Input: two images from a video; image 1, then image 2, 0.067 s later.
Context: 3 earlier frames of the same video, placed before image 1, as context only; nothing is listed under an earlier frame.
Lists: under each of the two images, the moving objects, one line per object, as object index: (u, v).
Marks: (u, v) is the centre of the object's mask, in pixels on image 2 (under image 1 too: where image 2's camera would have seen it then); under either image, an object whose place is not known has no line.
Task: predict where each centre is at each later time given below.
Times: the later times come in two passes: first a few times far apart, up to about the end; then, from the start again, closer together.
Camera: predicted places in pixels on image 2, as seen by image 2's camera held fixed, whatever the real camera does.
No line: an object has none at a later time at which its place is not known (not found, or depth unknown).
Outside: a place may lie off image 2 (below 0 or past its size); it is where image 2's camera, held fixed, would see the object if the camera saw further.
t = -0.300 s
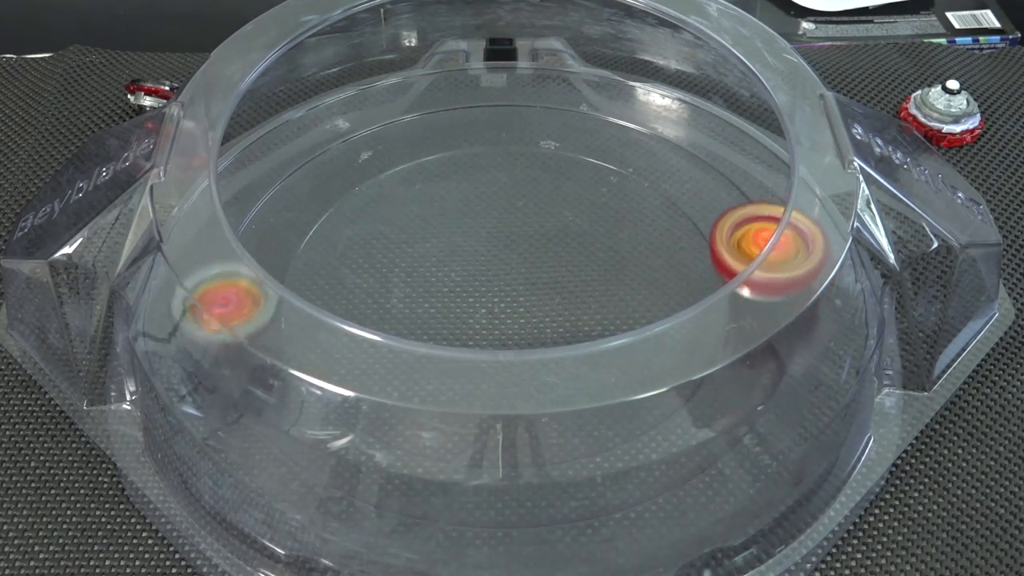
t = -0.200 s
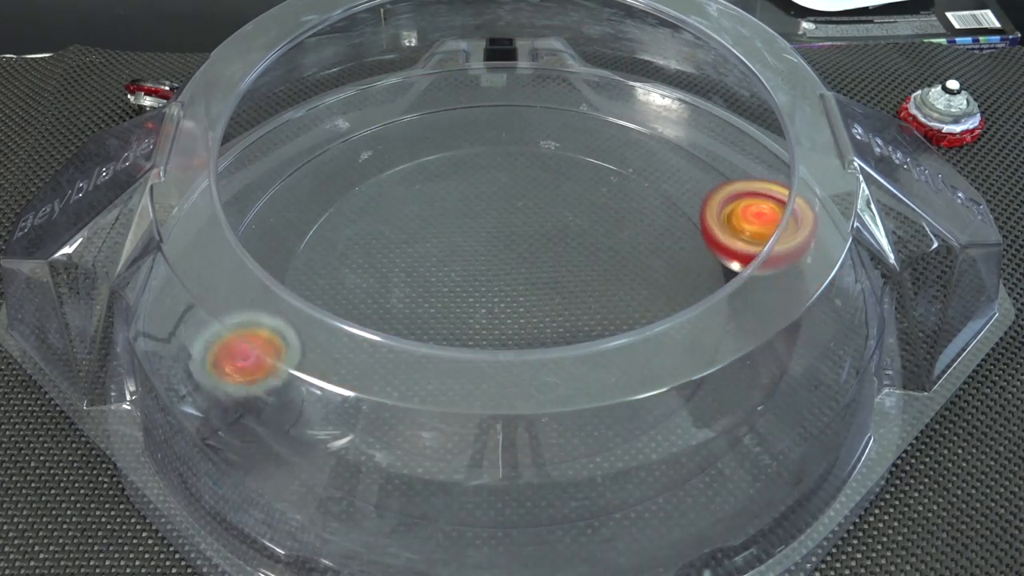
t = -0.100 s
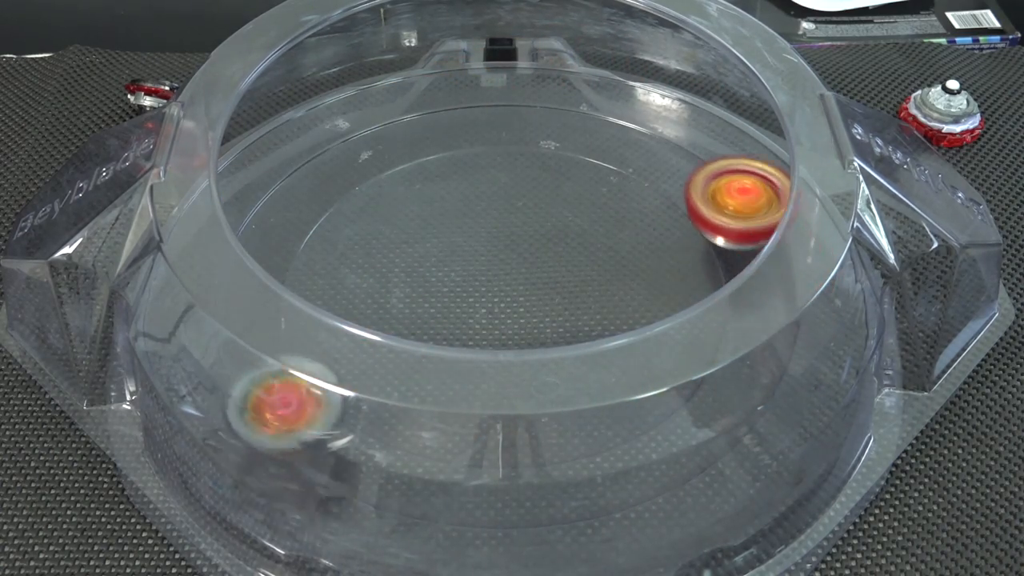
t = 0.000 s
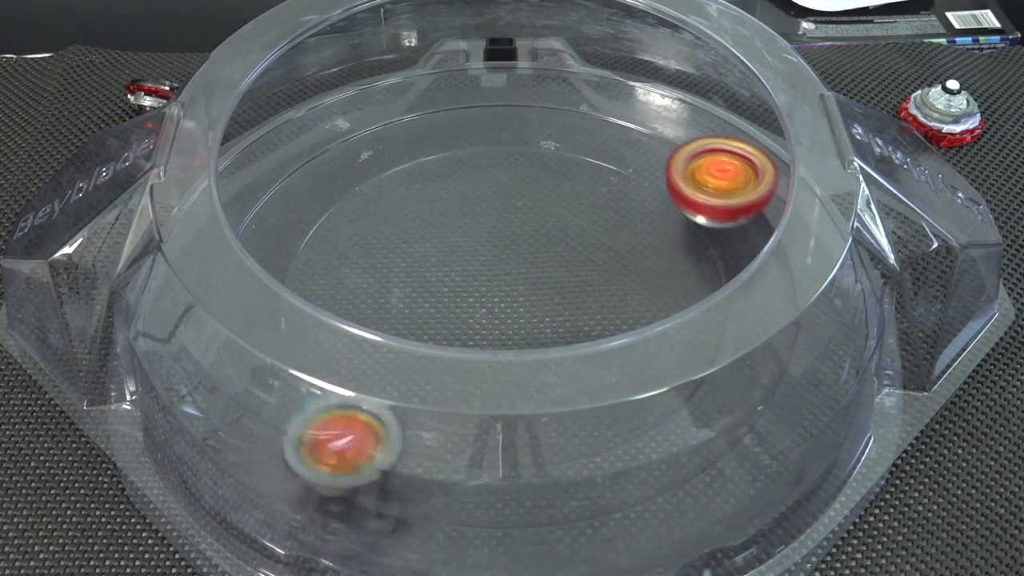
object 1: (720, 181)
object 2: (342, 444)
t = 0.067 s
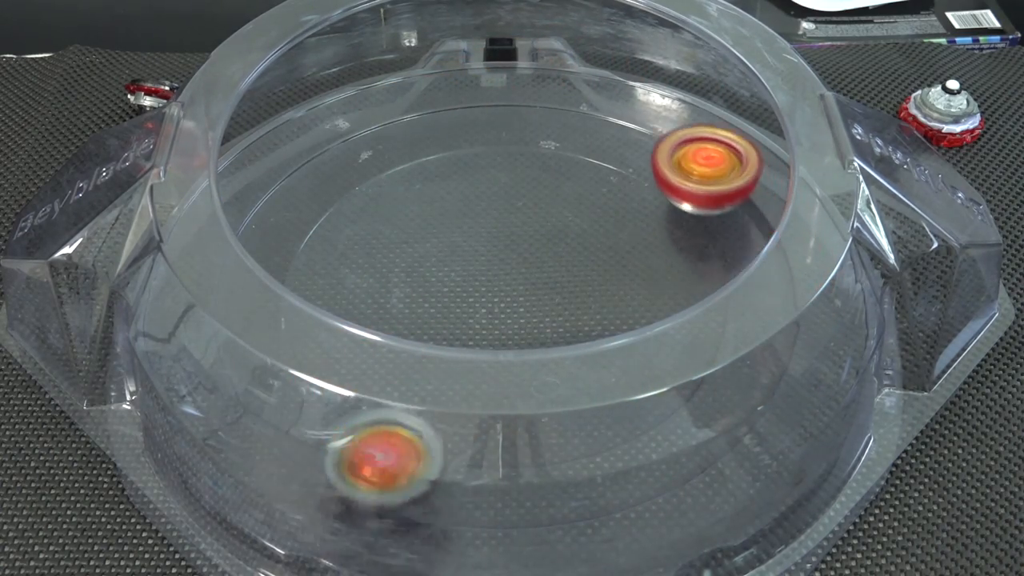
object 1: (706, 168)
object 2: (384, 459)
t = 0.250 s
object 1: (659, 140)
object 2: (489, 471)
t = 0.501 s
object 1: (583, 117)
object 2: (615, 425)
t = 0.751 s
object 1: (494, 114)
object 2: (655, 296)
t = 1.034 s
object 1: (315, 214)
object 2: (461, 154)
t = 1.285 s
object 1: (458, 428)
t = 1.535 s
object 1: (775, 344)
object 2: (555, 398)
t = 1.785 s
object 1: (769, 214)
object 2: (666, 258)
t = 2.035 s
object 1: (695, 134)
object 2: (443, 164)
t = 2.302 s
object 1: (625, 102)
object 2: (340, 288)
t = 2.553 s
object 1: (580, 93)
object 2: (557, 359)
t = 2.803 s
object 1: (540, 97)
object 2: (587, 198)
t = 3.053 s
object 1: (500, 84)
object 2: (379, 224)
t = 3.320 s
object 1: (450, 89)
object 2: (501, 343)
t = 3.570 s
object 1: (422, 100)
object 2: (585, 232)
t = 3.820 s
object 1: (406, 126)
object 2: (428, 237)
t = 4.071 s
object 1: (374, 252)
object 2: (528, 319)
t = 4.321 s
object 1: (570, 375)
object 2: (545, 242)
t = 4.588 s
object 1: (693, 236)
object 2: (474, 274)
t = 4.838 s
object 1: (542, 168)
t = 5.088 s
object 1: (375, 286)
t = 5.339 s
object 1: (527, 415)
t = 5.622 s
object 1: (672, 297)
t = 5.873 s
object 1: (511, 190)
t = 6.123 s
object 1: (329, 262)
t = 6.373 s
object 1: (417, 395)
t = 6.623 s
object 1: (615, 317)
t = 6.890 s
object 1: (533, 166)
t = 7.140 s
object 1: (373, 192)
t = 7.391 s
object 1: (405, 333)
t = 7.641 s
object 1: (631, 314)
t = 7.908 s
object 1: (615, 181)
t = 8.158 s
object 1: (454, 191)
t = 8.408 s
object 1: (418, 338)
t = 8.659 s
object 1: (608, 373)
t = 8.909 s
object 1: (643, 259)
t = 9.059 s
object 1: (554, 209)
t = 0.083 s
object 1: (702, 165)
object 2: (394, 462)
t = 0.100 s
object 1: (698, 163)
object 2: (403, 465)
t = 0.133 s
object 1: (690, 157)
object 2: (422, 468)
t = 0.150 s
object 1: (686, 154)
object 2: (433, 469)
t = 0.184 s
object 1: (677, 149)
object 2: (451, 472)
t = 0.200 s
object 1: (672, 147)
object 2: (461, 472)
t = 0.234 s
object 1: (663, 142)
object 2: (480, 471)
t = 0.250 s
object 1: (659, 140)
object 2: (489, 471)
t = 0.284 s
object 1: (650, 136)
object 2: (507, 469)
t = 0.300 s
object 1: (645, 134)
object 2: (517, 467)
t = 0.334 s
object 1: (636, 131)
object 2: (535, 463)
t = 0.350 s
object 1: (631, 129)
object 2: (544, 461)
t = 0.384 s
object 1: (621, 126)
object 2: (562, 456)
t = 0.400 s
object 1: (616, 125)
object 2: (571, 453)
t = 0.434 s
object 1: (605, 122)
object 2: (586, 444)
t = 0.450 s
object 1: (600, 121)
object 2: (594, 440)
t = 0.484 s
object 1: (589, 118)
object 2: (608, 429)
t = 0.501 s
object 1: (583, 117)
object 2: (615, 425)
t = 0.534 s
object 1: (572, 116)
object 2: (629, 416)
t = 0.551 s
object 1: (566, 115)
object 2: (635, 411)
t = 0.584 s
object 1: (554, 114)
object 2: (646, 399)
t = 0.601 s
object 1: (549, 113)
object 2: (650, 392)
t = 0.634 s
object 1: (537, 113)
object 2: (658, 379)
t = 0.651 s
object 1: (532, 113)
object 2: (661, 373)
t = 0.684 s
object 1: (520, 113)
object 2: (663, 351)
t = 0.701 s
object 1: (514, 113)
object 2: (665, 342)
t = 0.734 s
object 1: (501, 113)
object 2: (665, 318)
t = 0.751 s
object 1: (494, 114)
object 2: (655, 296)
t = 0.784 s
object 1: (478, 115)
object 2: (655, 281)
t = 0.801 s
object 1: (469, 116)
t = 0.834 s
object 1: (450, 120)
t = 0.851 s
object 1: (440, 123)
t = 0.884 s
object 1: (417, 129)
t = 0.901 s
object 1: (406, 134)
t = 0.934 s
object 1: (381, 146)
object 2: (564, 182)
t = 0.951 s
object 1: (368, 155)
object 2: (548, 174)
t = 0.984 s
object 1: (347, 176)
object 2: (514, 162)
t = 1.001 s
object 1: (336, 188)
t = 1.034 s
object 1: (315, 214)
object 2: (461, 154)
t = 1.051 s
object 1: (307, 229)
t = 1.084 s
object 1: (300, 258)
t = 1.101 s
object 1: (298, 276)
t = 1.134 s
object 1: (303, 310)
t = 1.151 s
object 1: (310, 327)
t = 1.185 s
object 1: (332, 359)
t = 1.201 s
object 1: (347, 375)
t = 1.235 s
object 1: (387, 400)
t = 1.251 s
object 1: (409, 412)
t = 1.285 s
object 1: (458, 428)
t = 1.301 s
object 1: (484, 430)
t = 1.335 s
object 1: (541, 428)
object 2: (323, 307)
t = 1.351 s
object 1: (571, 425)
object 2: (334, 321)
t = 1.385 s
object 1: (625, 410)
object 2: (361, 349)
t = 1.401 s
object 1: (649, 402)
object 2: (380, 361)
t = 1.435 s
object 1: (691, 386)
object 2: (420, 384)
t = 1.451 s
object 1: (707, 377)
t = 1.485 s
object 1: (741, 364)
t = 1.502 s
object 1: (754, 358)
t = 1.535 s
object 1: (775, 344)
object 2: (555, 398)
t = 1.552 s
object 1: (783, 337)
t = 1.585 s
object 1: (787, 321)
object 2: (624, 381)
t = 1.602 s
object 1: (787, 311)
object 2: (646, 371)
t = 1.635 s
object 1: (789, 297)
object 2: (672, 346)
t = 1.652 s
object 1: (784, 286)
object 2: (687, 335)
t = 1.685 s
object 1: (801, 275)
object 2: (695, 315)
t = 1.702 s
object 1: (794, 261)
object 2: (695, 302)
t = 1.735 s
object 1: (787, 241)
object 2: (681, 279)
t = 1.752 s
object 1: (781, 234)
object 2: (679, 273)
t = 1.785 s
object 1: (769, 214)
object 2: (666, 258)
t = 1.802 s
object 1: (765, 208)
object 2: (658, 249)
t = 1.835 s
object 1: (750, 193)
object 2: (635, 229)
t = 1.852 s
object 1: (748, 187)
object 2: (623, 219)
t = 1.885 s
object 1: (742, 176)
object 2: (593, 200)
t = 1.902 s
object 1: (739, 171)
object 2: (577, 191)
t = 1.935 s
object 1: (731, 159)
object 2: (545, 177)
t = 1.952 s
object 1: (724, 154)
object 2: (527, 172)
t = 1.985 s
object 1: (709, 145)
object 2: (494, 165)
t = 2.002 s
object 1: (703, 142)
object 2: (475, 163)
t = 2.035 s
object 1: (695, 134)
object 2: (443, 164)
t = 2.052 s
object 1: (691, 132)
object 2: (426, 165)
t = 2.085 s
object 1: (683, 125)
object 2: (395, 173)
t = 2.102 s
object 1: (676, 123)
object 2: (382, 178)
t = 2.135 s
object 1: (664, 119)
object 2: (357, 193)
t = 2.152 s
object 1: (659, 117)
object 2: (349, 201)
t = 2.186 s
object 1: (651, 113)
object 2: (334, 219)
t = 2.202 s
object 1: (649, 112)
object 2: (329, 229)
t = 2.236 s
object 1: (643, 108)
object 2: (323, 252)
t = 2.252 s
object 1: (639, 107)
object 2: (323, 262)
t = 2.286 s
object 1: (629, 104)
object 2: (334, 279)
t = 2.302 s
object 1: (625, 102)
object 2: (340, 288)
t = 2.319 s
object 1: (622, 102)
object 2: (342, 304)
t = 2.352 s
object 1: (616, 99)
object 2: (357, 323)
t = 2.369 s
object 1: (613, 98)
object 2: (366, 338)
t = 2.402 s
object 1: (606, 97)
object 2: (398, 352)
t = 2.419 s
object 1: (603, 96)
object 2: (413, 358)
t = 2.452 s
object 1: (597, 95)
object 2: (447, 367)
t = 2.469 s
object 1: (594, 94)
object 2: (465, 370)
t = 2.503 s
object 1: (588, 94)
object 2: (507, 370)
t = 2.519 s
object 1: (586, 93)
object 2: (523, 366)
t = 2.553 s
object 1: (580, 93)
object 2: (557, 359)
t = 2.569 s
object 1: (578, 93)
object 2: (574, 347)
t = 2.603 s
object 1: (573, 93)
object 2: (601, 326)
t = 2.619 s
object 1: (570, 93)
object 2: (606, 310)
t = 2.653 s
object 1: (565, 93)
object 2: (624, 293)
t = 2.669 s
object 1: (563, 94)
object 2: (629, 283)
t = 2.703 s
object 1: (557, 94)
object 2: (629, 257)
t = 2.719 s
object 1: (554, 95)
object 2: (626, 246)
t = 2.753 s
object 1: (549, 95)
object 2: (615, 226)
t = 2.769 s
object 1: (546, 96)
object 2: (607, 215)
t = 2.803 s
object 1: (540, 97)
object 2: (587, 198)
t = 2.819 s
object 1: (537, 98)
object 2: (574, 189)
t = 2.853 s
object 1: (531, 99)
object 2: (549, 176)
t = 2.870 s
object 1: (529, 98)
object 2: (534, 174)
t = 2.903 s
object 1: (525, 95)
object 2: (502, 176)
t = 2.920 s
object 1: (523, 94)
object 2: (486, 182)
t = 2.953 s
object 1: (518, 90)
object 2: (454, 187)
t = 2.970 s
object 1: (515, 88)
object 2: (439, 191)
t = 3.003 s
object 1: (511, 85)
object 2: (410, 202)
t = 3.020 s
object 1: (508, 83)
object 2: (399, 208)
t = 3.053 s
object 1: (500, 84)
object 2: (379, 224)
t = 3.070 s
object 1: (496, 85)
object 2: (372, 233)
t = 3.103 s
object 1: (490, 86)
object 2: (365, 253)
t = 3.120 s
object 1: (487, 86)
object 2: (364, 263)
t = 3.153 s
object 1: (481, 85)
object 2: (368, 283)
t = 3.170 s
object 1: (479, 85)
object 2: (376, 293)
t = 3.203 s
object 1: (474, 85)
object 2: (396, 306)
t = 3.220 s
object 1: (471, 85)
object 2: (406, 318)
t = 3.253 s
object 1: (464, 86)
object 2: (435, 333)
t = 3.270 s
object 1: (461, 87)
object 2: (452, 336)
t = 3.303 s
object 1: (453, 88)
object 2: (485, 342)
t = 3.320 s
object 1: (450, 89)
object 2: (501, 343)
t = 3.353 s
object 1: (444, 90)
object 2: (534, 336)
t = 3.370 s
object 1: (441, 90)
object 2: (547, 325)
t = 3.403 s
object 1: (436, 92)
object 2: (573, 316)
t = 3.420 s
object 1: (435, 92)
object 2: (583, 310)
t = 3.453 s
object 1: (431, 94)
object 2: (597, 297)
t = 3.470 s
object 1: (430, 95)
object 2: (602, 289)
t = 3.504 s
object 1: (427, 97)
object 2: (603, 266)
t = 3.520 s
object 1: (426, 98)
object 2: (600, 258)
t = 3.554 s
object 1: (423, 100)
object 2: (592, 240)
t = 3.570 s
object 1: (422, 100)
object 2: (585, 232)
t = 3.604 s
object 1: (419, 103)
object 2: (568, 220)
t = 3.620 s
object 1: (418, 104)
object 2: (557, 214)
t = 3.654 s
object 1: (415, 106)
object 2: (533, 206)
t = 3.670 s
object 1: (414, 108)
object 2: (523, 204)
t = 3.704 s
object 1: (412, 111)
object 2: (496, 202)
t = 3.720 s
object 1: (411, 113)
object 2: (483, 204)
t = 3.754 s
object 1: (409, 117)
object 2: (462, 209)
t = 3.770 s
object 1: (408, 119)
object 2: (451, 216)
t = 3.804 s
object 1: (406, 124)
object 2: (433, 231)
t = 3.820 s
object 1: (406, 126)
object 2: (428, 237)
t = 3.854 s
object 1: (404, 131)
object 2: (420, 256)
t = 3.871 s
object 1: (402, 135)
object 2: (420, 266)
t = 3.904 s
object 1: (400, 147)
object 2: (425, 285)
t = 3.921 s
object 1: (398, 154)
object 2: (429, 295)
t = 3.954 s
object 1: (392, 172)
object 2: (447, 307)
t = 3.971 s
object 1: (390, 182)
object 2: (456, 312)
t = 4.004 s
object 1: (383, 204)
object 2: (479, 318)
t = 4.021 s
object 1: (379, 216)
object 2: (493, 320)
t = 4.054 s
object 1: (374, 240)
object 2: (517, 320)
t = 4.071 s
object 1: (374, 252)
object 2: (528, 319)
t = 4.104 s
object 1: (377, 278)
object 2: (550, 313)
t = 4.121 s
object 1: (383, 287)
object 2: (559, 309)
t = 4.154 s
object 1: (397, 315)
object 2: (576, 296)
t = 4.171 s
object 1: (408, 327)
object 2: (579, 290)
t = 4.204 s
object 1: (437, 346)
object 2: (583, 274)
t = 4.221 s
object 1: (453, 359)
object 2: (582, 268)
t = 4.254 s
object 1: (491, 373)
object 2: (575, 256)
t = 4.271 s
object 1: (512, 375)
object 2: (570, 251)
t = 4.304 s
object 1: (551, 377)
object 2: (554, 244)
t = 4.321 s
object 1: (570, 375)
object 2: (545, 242)
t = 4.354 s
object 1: (605, 363)
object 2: (527, 241)
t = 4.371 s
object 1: (621, 356)
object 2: (518, 242)
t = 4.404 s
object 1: (647, 340)
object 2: (504, 244)
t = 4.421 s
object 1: (660, 331)
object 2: (496, 246)
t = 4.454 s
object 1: (678, 311)
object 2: (485, 250)
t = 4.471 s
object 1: (683, 300)
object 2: (481, 253)
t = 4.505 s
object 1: (693, 280)
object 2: (474, 259)
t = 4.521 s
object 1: (691, 265)
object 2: (473, 262)
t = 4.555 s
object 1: (695, 252)
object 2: (472, 269)
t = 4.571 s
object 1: (696, 244)
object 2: (473, 272)
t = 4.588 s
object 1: (693, 236)
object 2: (474, 274)
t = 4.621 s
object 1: (684, 219)
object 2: (477, 280)
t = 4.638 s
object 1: (679, 211)
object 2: (481, 282)
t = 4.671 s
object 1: (664, 197)
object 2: (486, 287)
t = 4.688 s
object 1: (655, 191)
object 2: (489, 288)
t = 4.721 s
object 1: (633, 181)
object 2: (496, 292)
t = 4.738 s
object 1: (623, 177)
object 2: (498, 293)
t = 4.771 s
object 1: (598, 171)
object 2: (505, 295)
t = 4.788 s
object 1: (585, 169)
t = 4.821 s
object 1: (557, 168)
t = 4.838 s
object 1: (542, 168)
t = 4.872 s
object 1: (513, 172)
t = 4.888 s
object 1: (497, 176)
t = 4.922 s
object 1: (468, 186)
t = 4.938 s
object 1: (454, 193)
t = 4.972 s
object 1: (427, 210)
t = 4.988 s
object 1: (414, 220)
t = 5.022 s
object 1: (394, 242)
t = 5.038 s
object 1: (386, 254)
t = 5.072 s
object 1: (375, 278)
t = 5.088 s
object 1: (375, 286)
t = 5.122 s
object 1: (375, 316)
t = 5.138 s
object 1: (377, 328)
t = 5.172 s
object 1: (391, 352)
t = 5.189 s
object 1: (399, 364)
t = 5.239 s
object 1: (436, 391)
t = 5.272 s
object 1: (462, 405)
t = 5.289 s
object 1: (479, 409)
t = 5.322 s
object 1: (510, 413)
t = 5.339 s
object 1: (527, 415)
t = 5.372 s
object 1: (558, 413)
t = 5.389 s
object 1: (573, 410)
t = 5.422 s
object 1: (601, 402)
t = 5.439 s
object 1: (615, 396)
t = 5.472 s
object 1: (637, 386)
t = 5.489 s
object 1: (646, 377)
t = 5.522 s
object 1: (662, 359)
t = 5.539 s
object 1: (666, 349)
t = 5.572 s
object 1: (674, 329)
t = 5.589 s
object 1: (674, 317)
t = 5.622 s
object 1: (672, 297)
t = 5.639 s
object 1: (665, 280)
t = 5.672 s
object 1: (662, 267)
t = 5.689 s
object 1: (655, 258)
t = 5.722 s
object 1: (638, 239)
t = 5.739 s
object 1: (628, 231)
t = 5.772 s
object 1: (604, 216)
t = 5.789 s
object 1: (590, 209)
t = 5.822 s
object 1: (560, 199)
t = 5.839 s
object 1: (545, 195)
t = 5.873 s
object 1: (511, 190)
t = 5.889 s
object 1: (495, 189)
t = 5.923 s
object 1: (462, 190)
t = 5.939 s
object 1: (446, 192)
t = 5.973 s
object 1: (416, 199)
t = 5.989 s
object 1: (403, 204)
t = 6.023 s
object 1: (377, 217)
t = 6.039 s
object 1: (367, 223)
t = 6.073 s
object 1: (347, 239)
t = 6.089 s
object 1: (340, 247)
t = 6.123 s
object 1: (329, 262)
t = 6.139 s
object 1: (326, 271)
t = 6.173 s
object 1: (323, 291)
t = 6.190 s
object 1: (322, 303)
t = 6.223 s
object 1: (327, 323)
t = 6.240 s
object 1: (332, 331)
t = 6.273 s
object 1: (345, 350)
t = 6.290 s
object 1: (353, 359)
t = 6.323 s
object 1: (375, 374)
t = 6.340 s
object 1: (387, 381)
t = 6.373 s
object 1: (417, 395)
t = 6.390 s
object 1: (430, 398)
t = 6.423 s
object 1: (462, 395)
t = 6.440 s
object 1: (477, 396)
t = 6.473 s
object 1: (511, 393)
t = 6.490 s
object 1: (525, 391)
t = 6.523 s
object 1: (555, 379)
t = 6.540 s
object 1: (568, 371)
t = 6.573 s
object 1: (592, 352)
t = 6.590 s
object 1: (601, 341)
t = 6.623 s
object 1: (615, 317)
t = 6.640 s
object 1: (617, 299)
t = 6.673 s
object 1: (627, 284)
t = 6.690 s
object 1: (627, 274)
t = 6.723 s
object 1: (623, 250)
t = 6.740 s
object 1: (618, 238)
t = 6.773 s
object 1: (605, 217)
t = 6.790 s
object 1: (596, 207)
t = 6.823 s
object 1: (578, 190)
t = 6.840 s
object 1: (567, 183)
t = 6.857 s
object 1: (557, 176)
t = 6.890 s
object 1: (533, 166)
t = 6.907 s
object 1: (522, 162)
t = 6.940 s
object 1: (498, 157)
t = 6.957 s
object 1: (485, 155)
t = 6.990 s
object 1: (461, 155)
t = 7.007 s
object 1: (449, 156)
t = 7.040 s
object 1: (427, 161)
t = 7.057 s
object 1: (416, 164)
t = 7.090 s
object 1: (396, 174)
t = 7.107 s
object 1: (388, 179)
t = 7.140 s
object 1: (373, 192)
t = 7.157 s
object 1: (366, 199)
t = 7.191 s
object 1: (356, 217)
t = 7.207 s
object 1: (353, 226)
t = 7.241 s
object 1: (350, 246)
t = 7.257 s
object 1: (350, 256)
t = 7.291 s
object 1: (356, 274)
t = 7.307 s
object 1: (361, 282)
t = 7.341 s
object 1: (374, 305)
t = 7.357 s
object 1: (382, 314)
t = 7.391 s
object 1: (405, 333)
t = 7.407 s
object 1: (419, 341)
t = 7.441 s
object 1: (450, 354)
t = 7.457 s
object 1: (466, 358)
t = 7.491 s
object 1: (503, 363)
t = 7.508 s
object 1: (519, 362)
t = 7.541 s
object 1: (554, 357)
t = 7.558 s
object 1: (569, 353)
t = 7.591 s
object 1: (599, 339)
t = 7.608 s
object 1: (611, 331)
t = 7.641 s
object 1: (631, 314)
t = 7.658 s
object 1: (640, 305)
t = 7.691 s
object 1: (649, 281)
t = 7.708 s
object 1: (655, 275)
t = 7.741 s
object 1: (661, 258)
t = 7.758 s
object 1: (661, 247)
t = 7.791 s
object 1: (657, 229)
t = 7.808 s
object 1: (654, 220)
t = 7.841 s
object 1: (644, 205)
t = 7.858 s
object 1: (638, 198)
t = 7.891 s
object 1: (623, 186)
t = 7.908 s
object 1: (615, 181)
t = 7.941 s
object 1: (598, 172)
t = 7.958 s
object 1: (587, 169)
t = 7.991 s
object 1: (567, 165)
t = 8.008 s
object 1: (555, 164)
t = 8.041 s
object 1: (533, 165)
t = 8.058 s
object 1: (521, 166)
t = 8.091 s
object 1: (499, 170)
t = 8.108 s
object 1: (487, 174)
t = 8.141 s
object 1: (464, 184)
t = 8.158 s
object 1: (454, 191)
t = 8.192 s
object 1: (434, 205)
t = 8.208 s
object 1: (426, 213)
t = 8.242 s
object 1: (410, 232)
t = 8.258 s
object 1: (405, 242)
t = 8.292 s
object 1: (396, 265)
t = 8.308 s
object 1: (394, 276)
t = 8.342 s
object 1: (397, 293)
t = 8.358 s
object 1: (402, 300)
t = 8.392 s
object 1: (411, 327)
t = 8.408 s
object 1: (418, 338)
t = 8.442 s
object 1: (439, 357)
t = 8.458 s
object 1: (451, 363)
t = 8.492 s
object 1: (478, 378)
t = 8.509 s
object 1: (490, 382)
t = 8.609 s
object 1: (573, 392)
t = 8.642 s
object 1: (599, 385)
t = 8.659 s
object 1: (608, 373)
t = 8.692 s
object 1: (626, 361)
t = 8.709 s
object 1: (634, 353)
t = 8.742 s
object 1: (647, 339)
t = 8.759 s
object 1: (649, 326)
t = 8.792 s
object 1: (657, 311)
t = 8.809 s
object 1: (656, 303)
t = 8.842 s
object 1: (654, 283)
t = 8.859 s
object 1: (654, 278)
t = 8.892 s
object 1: (648, 267)
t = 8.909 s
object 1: (643, 259)
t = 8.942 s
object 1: (629, 245)
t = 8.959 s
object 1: (621, 238)
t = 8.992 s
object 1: (601, 228)
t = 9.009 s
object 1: (589, 223)
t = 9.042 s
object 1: (567, 214)
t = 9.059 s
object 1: (554, 209)
